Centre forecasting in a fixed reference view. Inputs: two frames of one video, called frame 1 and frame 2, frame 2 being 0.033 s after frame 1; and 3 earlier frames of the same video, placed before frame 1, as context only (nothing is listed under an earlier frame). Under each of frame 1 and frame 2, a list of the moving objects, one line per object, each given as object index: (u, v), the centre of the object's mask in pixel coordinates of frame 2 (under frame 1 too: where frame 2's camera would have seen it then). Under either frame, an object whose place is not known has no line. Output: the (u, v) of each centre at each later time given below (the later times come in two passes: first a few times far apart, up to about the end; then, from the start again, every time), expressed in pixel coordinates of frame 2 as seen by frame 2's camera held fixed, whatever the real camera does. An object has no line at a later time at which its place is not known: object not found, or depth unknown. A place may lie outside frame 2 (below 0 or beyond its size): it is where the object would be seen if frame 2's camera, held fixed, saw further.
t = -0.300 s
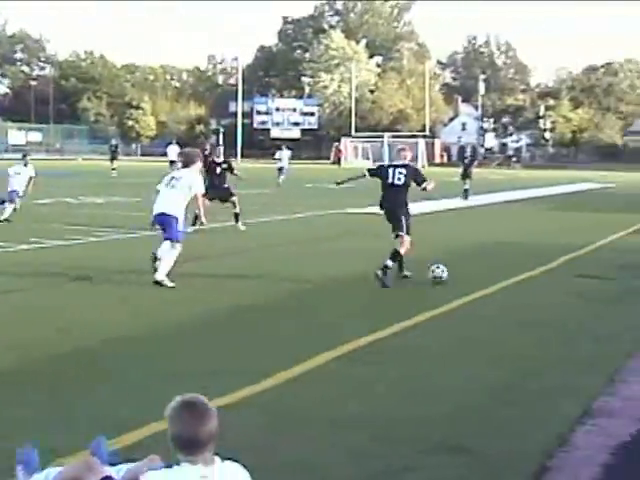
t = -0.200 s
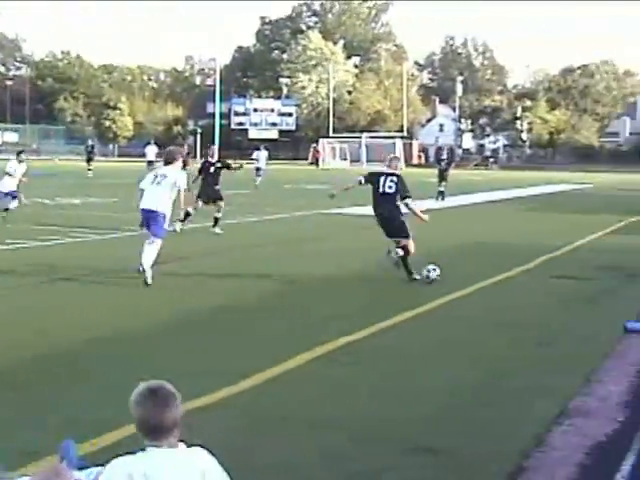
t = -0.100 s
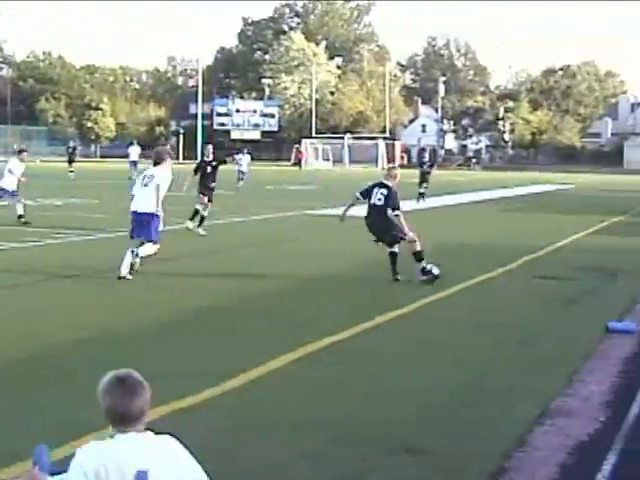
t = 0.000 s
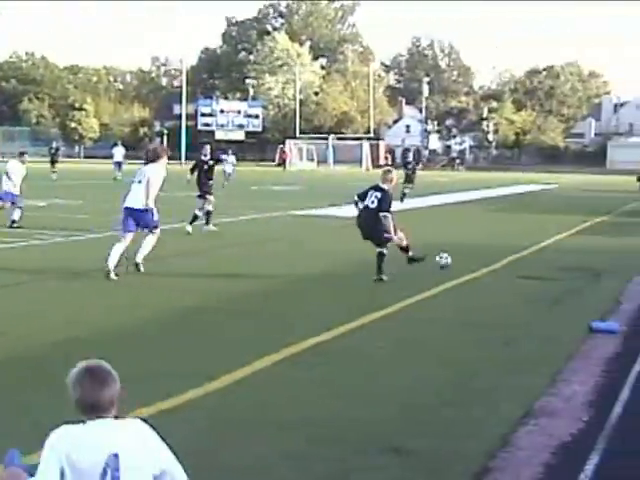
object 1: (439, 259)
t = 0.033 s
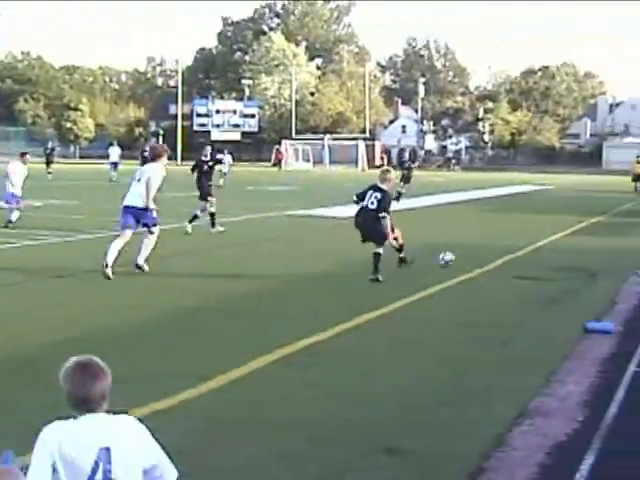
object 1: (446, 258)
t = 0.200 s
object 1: (475, 243)
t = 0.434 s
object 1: (501, 232)
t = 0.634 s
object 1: (510, 222)
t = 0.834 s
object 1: (519, 215)
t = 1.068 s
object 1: (523, 214)
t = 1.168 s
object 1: (526, 213)
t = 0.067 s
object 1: (453, 256)
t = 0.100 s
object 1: (460, 253)
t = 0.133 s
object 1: (465, 249)
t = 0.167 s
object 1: (471, 245)
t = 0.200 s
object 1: (475, 243)
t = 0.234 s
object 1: (480, 241)
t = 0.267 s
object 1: (485, 239)
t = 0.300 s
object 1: (488, 239)
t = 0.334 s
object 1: (492, 236)
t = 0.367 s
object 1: (495, 233)
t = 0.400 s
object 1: (498, 232)
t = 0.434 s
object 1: (501, 232)
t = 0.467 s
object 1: (504, 230)
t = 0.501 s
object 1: (505, 226)
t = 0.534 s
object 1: (507, 224)
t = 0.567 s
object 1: (508, 223)
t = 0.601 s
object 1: (509, 222)
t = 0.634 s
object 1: (510, 222)
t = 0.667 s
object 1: (512, 223)
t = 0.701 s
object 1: (513, 223)
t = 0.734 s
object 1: (515, 220)
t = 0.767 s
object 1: (516, 218)
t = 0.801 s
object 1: (518, 217)
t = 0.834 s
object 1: (519, 215)
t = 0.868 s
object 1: (519, 215)
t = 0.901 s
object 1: (520, 216)
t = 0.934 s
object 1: (520, 215)
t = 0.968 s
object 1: (521, 217)
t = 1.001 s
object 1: (522, 217)
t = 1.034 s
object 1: (523, 215)
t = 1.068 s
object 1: (523, 214)
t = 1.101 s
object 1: (525, 213)
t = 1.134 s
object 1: (525, 213)
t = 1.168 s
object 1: (526, 213)
